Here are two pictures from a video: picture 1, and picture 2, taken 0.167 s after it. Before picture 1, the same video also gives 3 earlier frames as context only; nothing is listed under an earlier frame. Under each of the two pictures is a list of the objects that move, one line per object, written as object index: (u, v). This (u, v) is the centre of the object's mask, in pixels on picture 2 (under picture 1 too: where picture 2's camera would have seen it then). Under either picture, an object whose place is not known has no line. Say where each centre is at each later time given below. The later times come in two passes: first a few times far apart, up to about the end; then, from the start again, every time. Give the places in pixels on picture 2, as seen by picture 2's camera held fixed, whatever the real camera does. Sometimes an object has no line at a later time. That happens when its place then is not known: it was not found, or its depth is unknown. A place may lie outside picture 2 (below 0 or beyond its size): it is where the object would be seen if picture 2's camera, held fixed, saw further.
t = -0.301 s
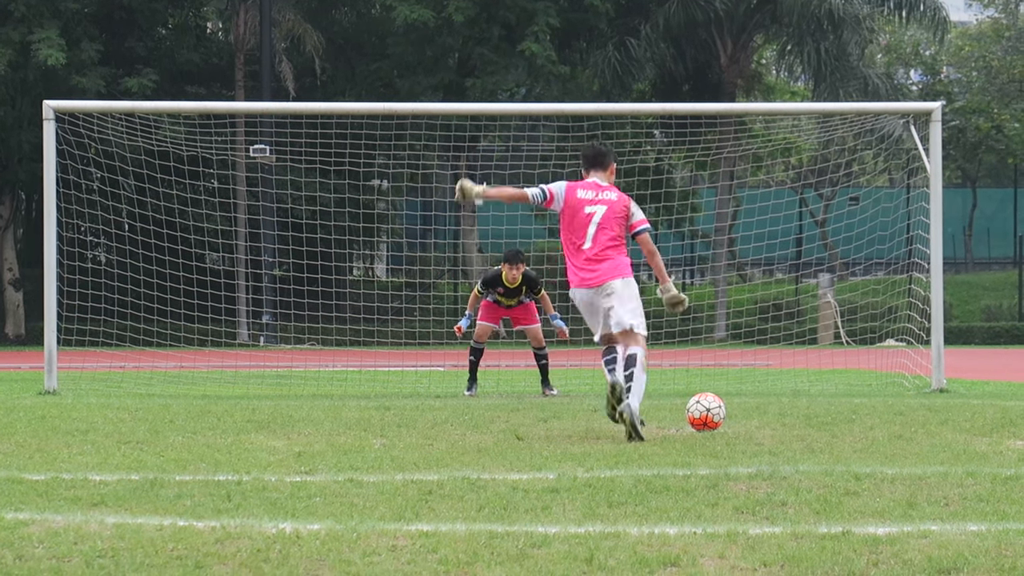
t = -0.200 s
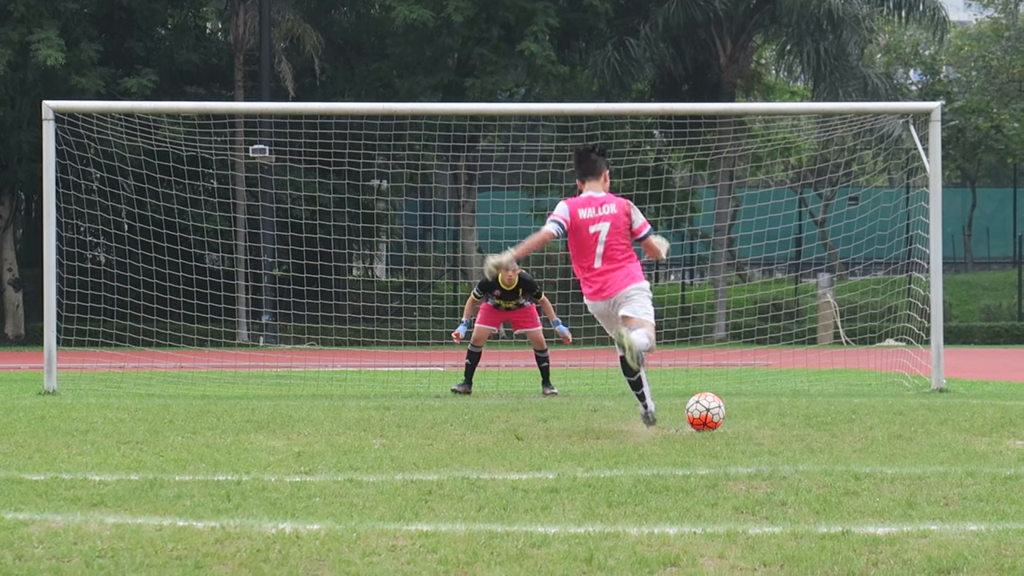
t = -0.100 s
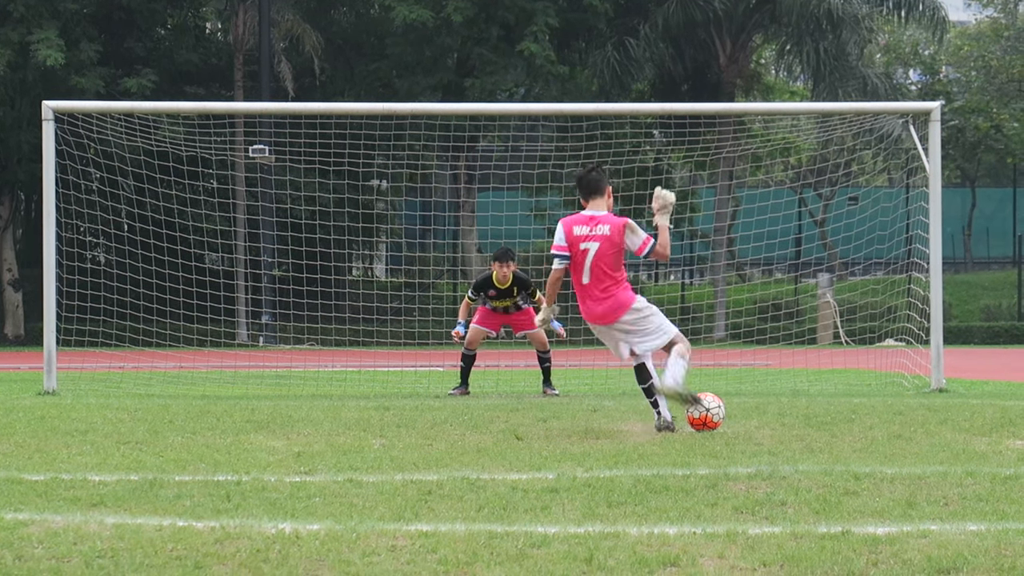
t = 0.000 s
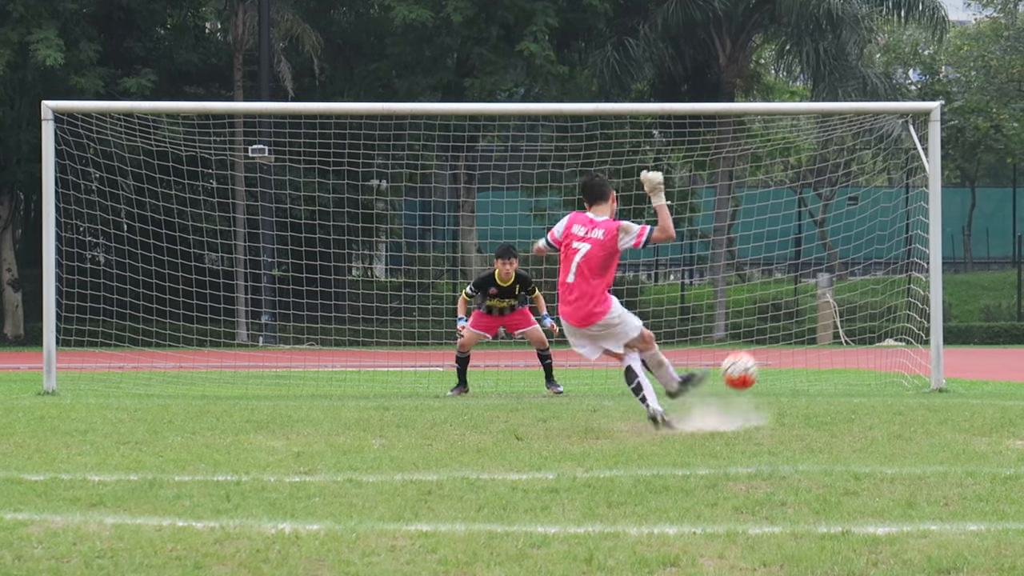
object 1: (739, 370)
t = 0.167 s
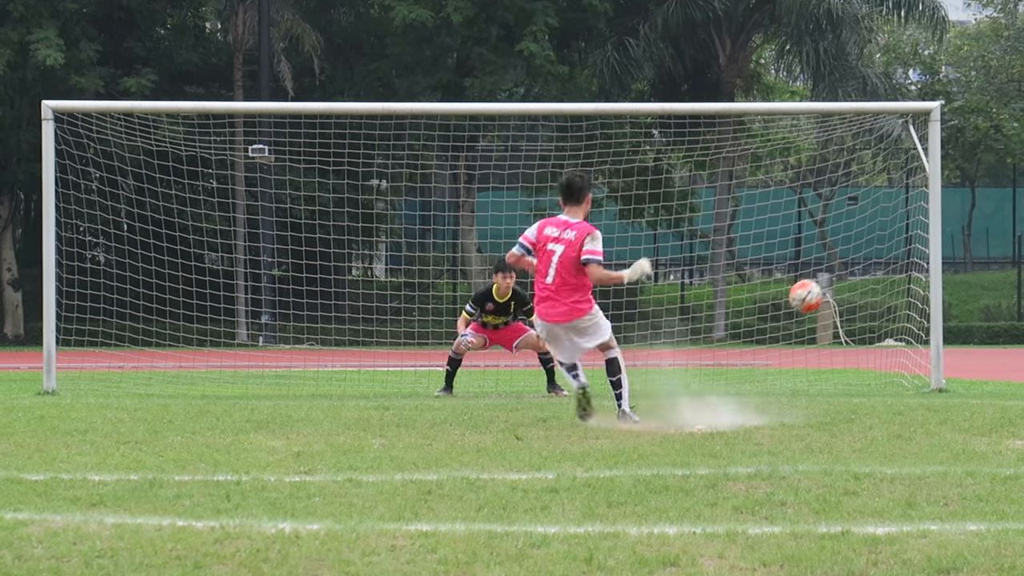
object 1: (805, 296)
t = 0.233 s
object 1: (828, 279)
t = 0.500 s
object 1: (899, 261)
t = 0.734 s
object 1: (828, 348)
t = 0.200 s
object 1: (817, 286)
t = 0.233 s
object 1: (828, 279)
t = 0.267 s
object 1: (839, 272)
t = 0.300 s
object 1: (848, 267)
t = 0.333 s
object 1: (857, 263)
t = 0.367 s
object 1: (866, 261)
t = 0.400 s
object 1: (874, 259)
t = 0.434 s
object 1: (883, 259)
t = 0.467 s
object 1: (890, 260)
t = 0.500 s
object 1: (899, 261)
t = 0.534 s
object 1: (901, 264)
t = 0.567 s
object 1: (892, 271)
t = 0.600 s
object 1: (880, 285)
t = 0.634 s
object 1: (867, 299)
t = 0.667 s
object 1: (855, 314)
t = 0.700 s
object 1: (842, 330)
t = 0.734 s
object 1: (828, 348)
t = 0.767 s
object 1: (815, 367)
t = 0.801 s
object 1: (801, 381)
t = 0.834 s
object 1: (791, 371)
